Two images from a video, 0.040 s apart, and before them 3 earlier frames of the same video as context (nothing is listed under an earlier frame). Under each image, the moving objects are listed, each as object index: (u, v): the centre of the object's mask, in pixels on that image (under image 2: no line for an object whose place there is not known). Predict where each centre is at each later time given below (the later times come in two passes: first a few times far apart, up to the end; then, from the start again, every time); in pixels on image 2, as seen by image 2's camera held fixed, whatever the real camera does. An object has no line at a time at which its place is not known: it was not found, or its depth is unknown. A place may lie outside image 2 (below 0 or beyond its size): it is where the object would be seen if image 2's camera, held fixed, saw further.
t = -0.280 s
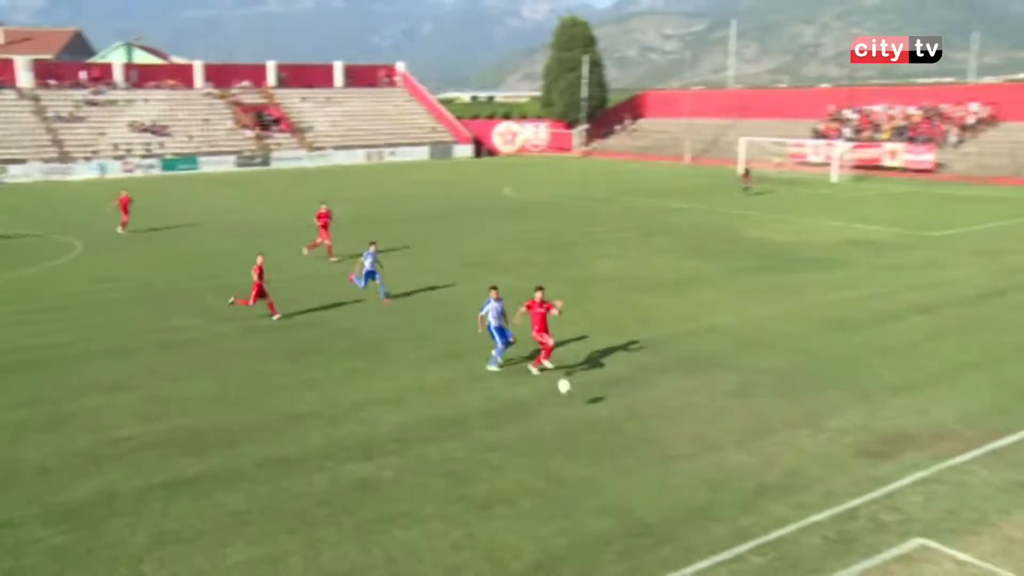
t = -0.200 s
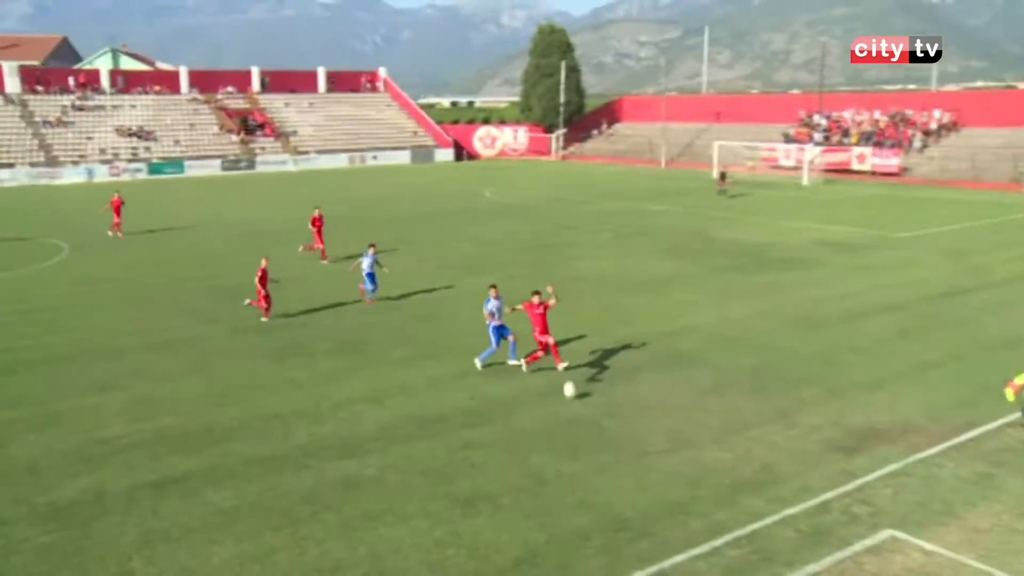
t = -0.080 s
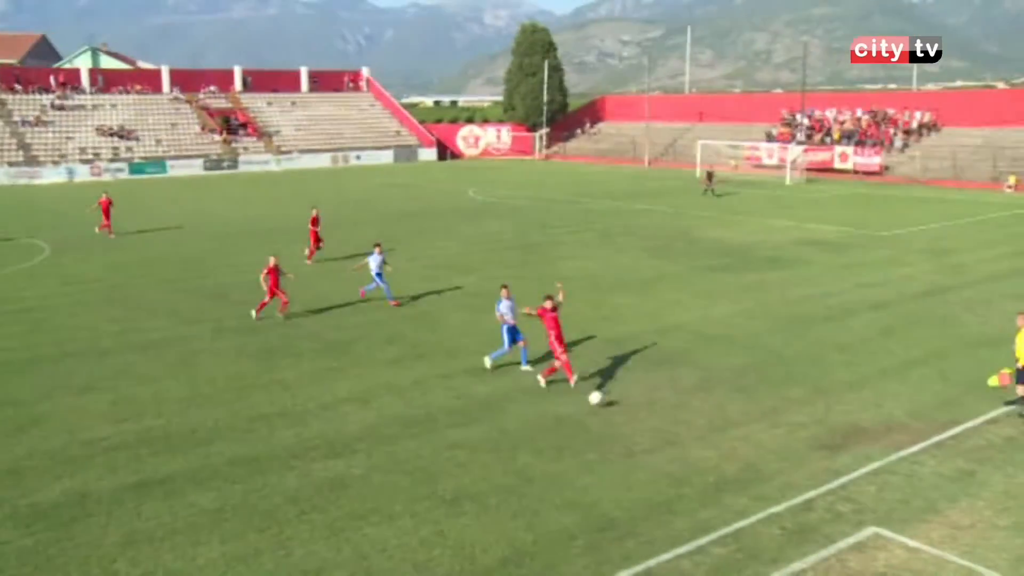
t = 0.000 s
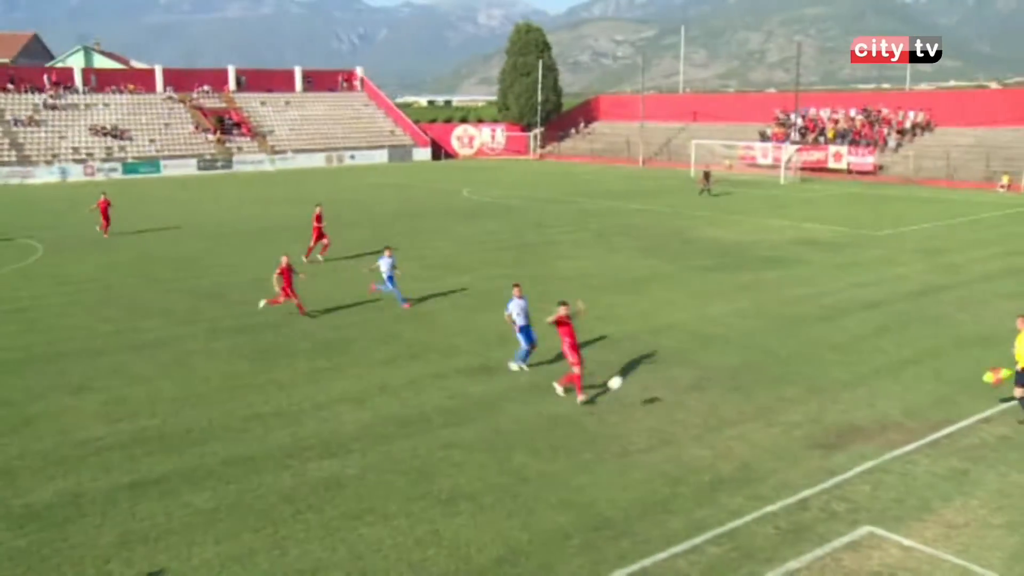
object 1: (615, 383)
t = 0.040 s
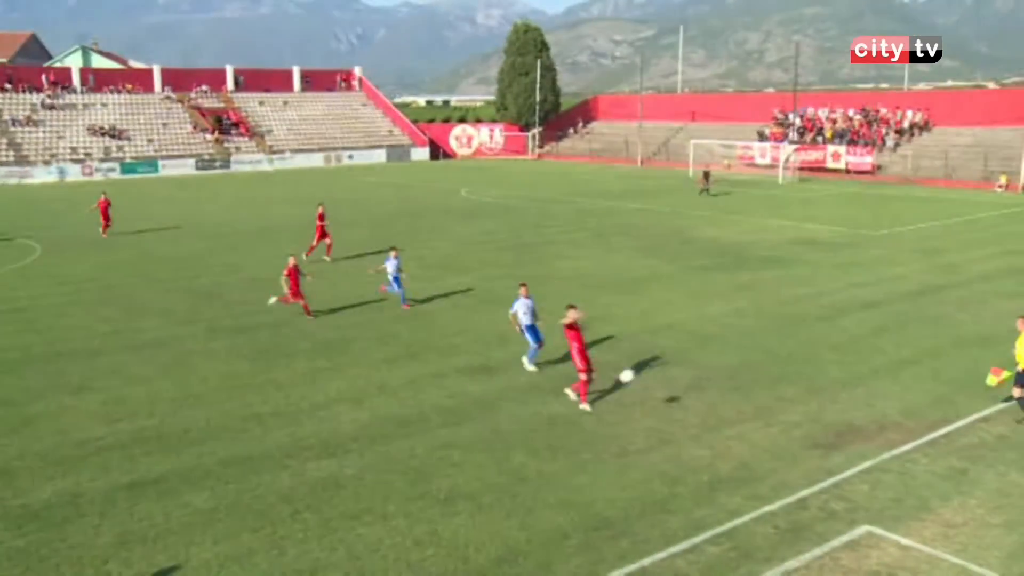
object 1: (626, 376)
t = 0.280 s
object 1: (714, 359)
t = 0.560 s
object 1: (832, 387)
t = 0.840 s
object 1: (967, 484)
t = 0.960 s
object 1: (1027, 547)
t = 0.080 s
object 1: (640, 371)
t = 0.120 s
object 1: (655, 367)
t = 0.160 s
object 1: (669, 363)
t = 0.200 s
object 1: (684, 361)
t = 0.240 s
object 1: (699, 359)
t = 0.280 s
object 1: (714, 359)
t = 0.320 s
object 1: (729, 359)
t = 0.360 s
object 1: (746, 360)
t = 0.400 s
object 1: (762, 364)
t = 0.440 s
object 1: (779, 368)
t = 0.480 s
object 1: (797, 373)
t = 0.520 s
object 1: (814, 380)
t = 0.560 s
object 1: (832, 387)
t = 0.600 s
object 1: (850, 397)
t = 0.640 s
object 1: (869, 407)
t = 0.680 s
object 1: (888, 420)
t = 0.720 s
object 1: (907, 433)
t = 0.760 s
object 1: (927, 449)
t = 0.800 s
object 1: (948, 467)
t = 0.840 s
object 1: (967, 484)
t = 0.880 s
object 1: (987, 505)
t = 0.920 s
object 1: (1008, 525)
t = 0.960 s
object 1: (1027, 547)
